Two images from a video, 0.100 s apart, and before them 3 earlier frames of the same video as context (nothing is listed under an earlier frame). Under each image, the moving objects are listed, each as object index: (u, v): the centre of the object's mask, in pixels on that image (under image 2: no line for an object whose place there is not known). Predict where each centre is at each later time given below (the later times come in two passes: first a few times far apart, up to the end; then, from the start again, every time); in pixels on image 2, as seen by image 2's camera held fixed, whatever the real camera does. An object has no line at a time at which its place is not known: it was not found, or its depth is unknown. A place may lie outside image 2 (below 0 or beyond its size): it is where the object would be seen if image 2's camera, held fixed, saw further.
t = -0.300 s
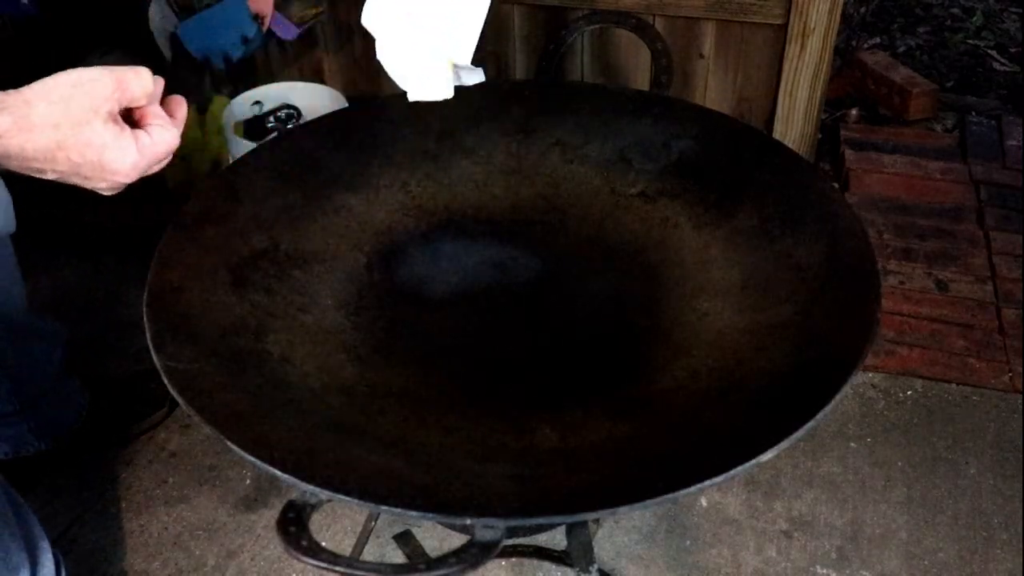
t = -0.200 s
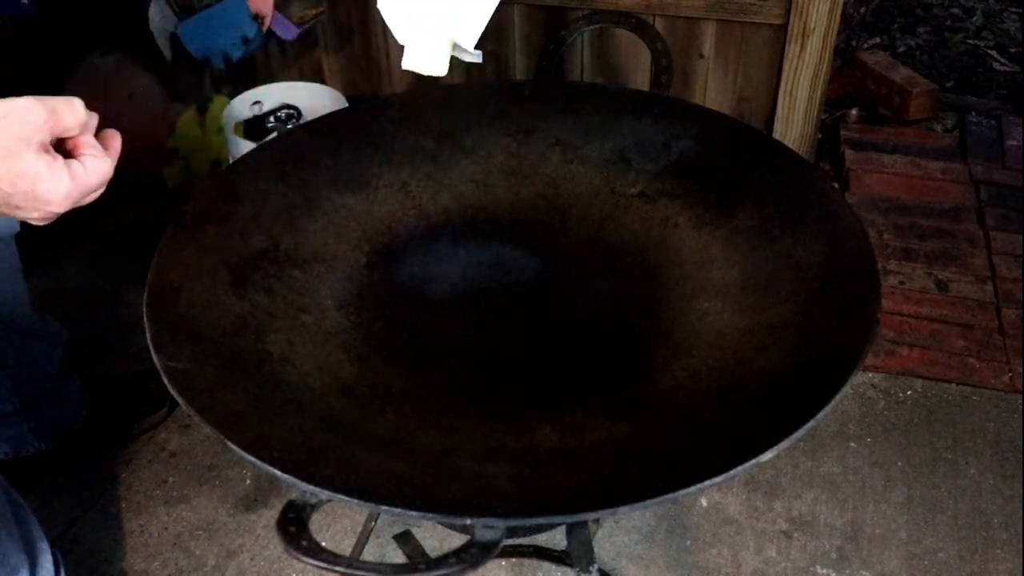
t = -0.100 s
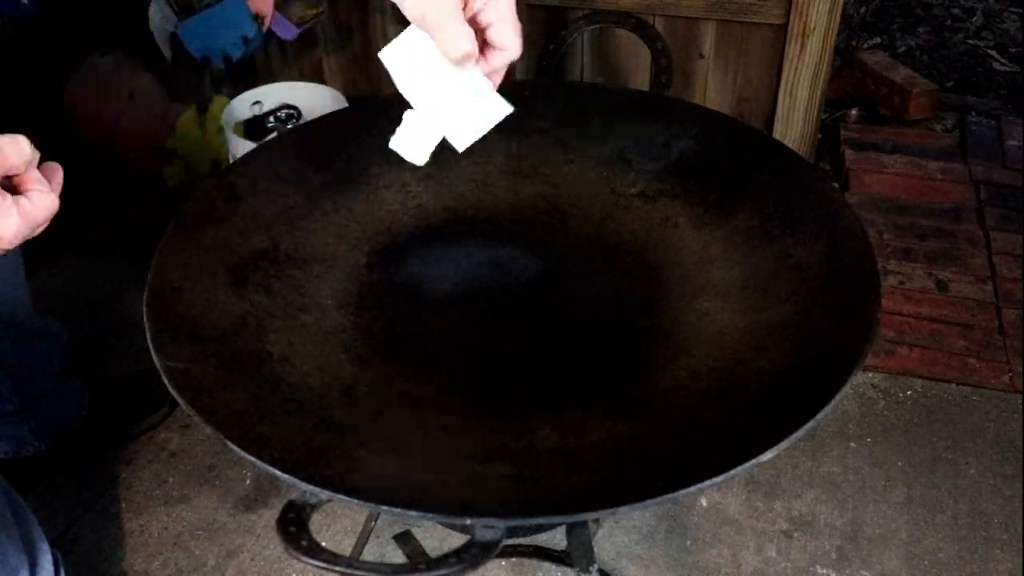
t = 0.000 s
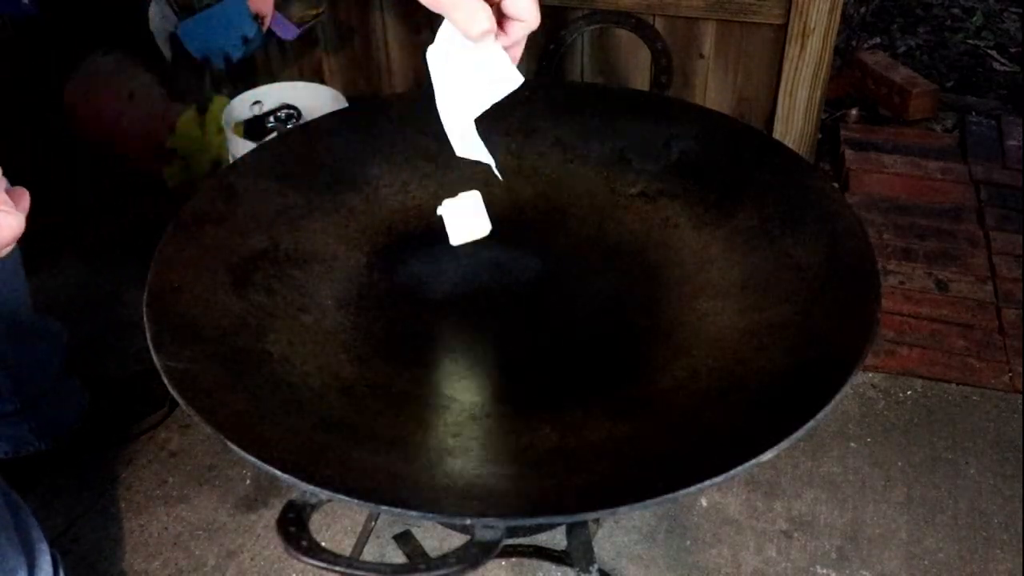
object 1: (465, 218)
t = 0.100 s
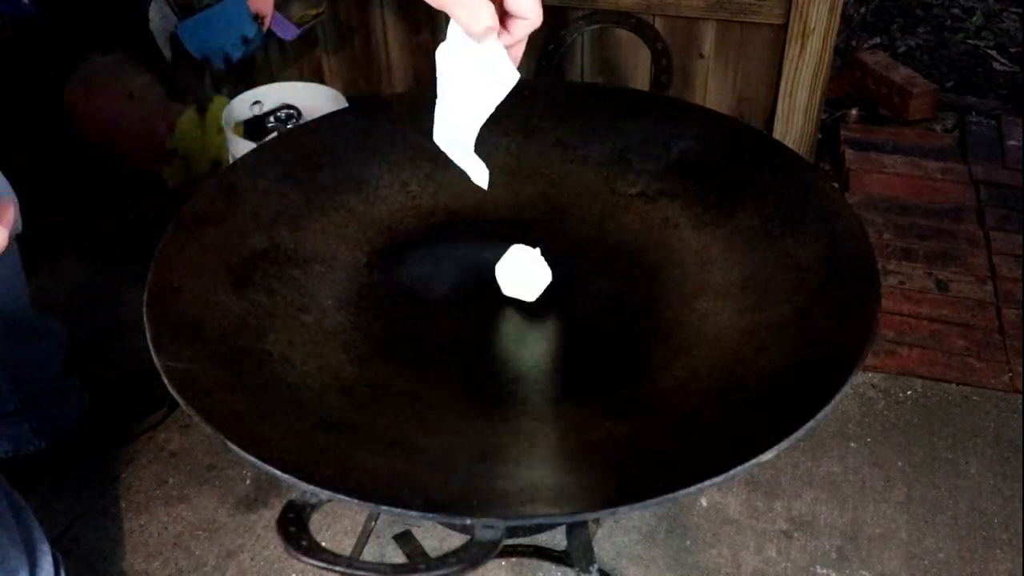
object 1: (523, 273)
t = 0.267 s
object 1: (606, 307)
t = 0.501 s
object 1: (627, 318)
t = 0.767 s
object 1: (541, 301)
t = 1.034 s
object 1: (457, 267)
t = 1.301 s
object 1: (439, 272)
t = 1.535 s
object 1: (489, 285)
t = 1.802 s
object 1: (554, 306)
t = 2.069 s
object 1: (552, 307)
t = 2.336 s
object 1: (522, 300)
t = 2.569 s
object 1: (502, 294)
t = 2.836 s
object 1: (497, 294)
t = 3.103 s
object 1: (513, 300)
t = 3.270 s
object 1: (513, 301)
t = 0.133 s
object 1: (541, 284)
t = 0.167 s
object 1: (559, 291)
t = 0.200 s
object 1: (576, 299)
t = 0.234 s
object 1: (592, 303)
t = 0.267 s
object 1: (606, 307)
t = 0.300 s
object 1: (618, 311)
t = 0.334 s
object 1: (626, 313)
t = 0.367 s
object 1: (632, 315)
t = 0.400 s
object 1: (635, 317)
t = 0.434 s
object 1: (635, 318)
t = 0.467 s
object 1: (632, 318)
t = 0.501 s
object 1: (627, 318)
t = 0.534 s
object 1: (620, 317)
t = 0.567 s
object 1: (611, 316)
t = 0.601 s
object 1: (602, 315)
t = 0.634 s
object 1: (591, 312)
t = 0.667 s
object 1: (579, 310)
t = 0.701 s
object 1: (567, 308)
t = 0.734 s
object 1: (554, 305)
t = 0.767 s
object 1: (541, 301)
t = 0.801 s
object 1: (529, 297)
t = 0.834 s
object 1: (517, 293)
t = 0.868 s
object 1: (505, 288)
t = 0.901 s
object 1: (494, 284)
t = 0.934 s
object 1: (483, 280)
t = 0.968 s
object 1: (474, 275)
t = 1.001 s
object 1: (465, 271)
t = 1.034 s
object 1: (457, 267)
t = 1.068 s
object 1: (450, 265)
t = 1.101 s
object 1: (445, 264)
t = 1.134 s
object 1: (441, 263)
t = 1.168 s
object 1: (438, 262)
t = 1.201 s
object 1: (436, 263)
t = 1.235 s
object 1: (434, 264)
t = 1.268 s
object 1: (439, 272)
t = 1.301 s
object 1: (439, 272)
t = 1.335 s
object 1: (438, 268)
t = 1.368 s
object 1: (451, 265)
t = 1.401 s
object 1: (456, 269)
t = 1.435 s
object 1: (460, 273)
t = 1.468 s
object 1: (470, 278)
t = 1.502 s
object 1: (479, 281)
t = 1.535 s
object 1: (489, 285)
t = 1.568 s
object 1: (499, 290)
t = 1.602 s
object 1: (510, 293)
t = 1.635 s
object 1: (519, 296)
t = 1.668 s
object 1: (527, 299)
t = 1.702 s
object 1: (536, 301)
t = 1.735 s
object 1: (543, 304)
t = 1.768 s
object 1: (549, 305)
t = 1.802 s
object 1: (554, 306)
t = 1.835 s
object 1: (558, 307)
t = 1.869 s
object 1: (560, 308)
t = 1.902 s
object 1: (561, 308)
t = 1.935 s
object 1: (561, 308)
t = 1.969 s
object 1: (560, 308)
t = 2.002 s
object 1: (558, 308)
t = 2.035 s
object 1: (555, 308)
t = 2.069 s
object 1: (552, 307)
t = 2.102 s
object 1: (549, 306)
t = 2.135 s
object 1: (545, 305)
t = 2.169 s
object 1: (541, 305)
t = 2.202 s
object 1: (537, 304)
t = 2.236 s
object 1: (532, 303)
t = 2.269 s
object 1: (529, 302)
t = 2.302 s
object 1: (526, 301)
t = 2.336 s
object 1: (522, 300)
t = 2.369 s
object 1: (518, 299)
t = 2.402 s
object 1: (515, 298)
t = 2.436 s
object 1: (512, 297)
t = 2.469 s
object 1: (508, 296)
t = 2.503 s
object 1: (506, 295)
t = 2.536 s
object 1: (503, 294)
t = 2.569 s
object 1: (502, 294)
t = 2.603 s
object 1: (499, 293)
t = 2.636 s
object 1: (500, 293)
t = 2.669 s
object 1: (499, 292)
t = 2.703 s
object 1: (498, 293)
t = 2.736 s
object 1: (497, 293)
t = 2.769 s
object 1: (496, 294)
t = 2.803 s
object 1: (496, 294)
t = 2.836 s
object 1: (497, 294)
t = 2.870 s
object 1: (498, 295)
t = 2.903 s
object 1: (499, 295)
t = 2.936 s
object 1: (502, 296)
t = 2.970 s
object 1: (503, 297)
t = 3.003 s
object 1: (504, 298)
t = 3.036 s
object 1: (506, 299)
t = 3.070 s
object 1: (506, 299)
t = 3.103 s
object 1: (513, 300)
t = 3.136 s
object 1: (515, 301)
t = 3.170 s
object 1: (516, 301)
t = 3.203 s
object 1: (517, 302)
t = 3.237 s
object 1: (514, 302)
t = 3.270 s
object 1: (513, 301)
